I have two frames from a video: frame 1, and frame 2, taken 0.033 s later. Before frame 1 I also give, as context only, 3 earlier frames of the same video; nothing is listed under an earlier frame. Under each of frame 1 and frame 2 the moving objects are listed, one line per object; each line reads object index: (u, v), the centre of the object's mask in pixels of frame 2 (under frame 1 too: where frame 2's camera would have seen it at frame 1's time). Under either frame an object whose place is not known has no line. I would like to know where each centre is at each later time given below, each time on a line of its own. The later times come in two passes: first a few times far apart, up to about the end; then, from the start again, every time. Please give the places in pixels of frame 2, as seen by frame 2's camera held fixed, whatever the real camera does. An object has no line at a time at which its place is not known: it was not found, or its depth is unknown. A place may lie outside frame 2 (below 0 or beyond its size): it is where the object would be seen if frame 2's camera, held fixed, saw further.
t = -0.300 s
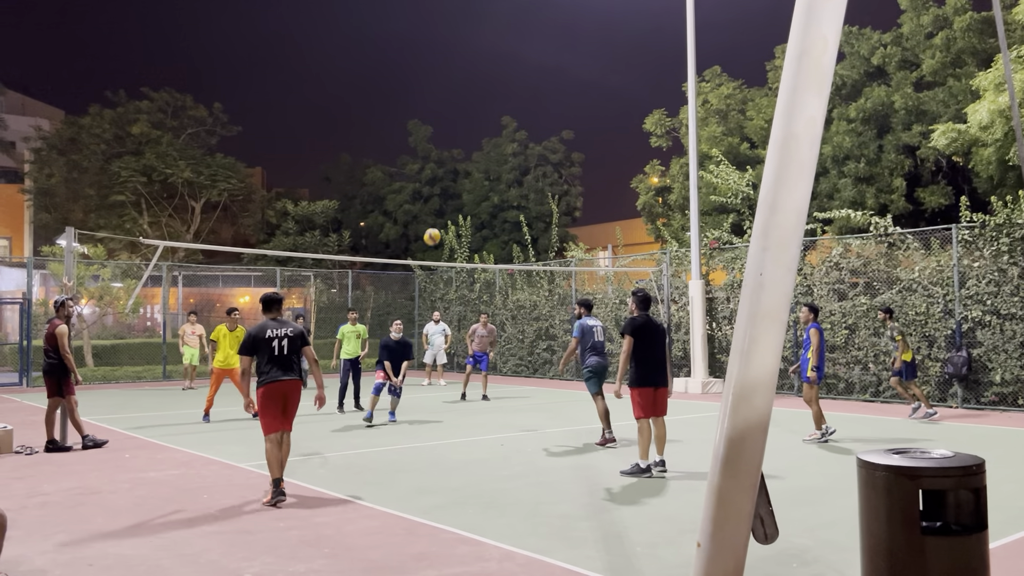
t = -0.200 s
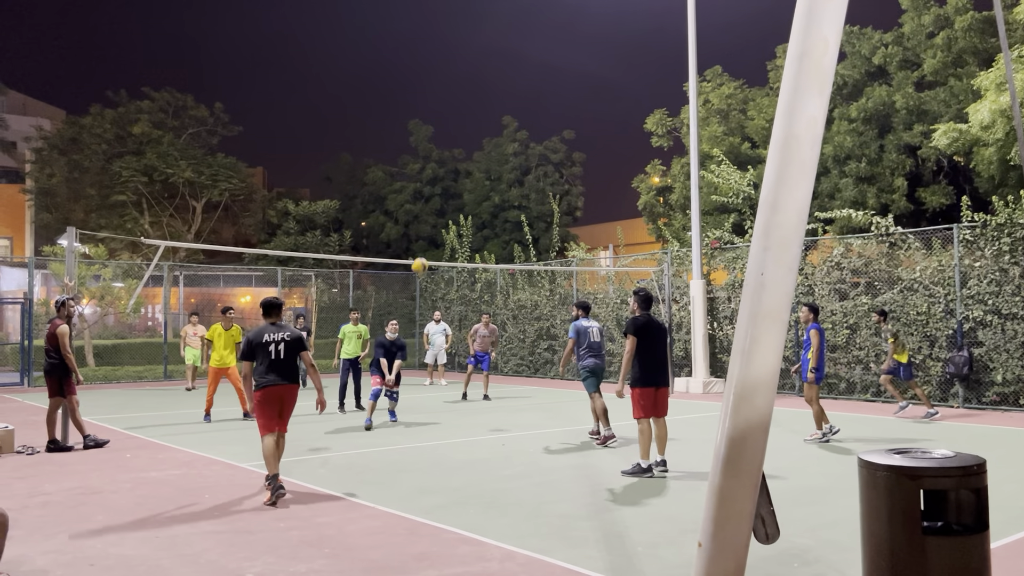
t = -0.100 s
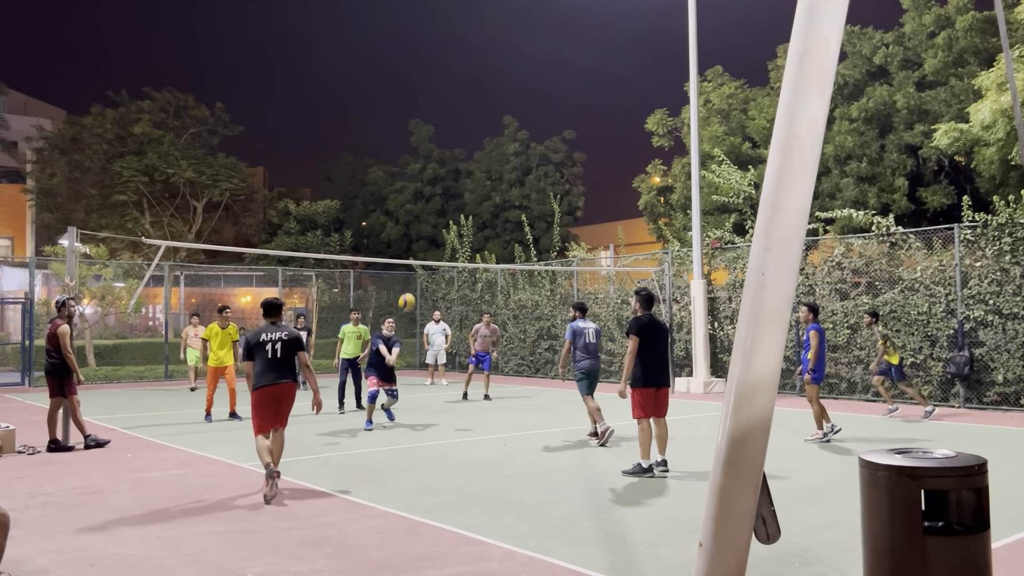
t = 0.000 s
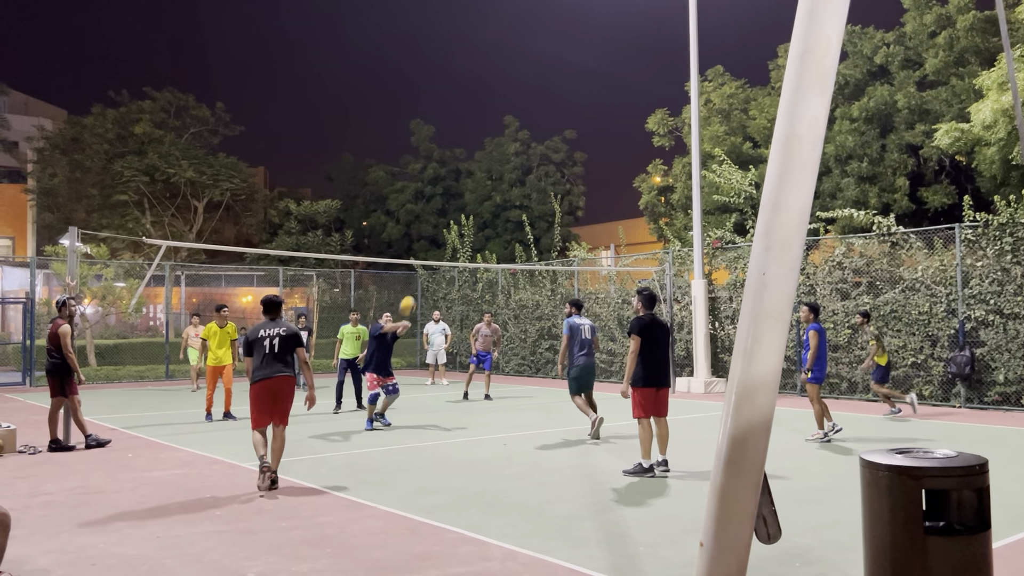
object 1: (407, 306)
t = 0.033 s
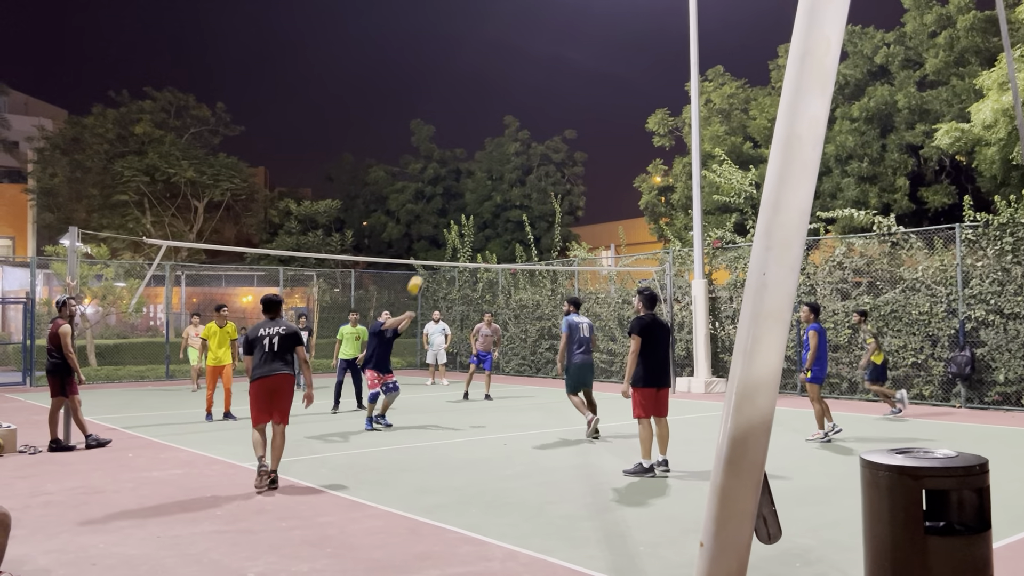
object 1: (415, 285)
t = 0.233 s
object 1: (459, 190)
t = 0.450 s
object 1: (499, 131)
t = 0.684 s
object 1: (537, 107)
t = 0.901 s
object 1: (568, 116)
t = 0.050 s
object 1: (419, 275)
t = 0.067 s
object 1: (423, 267)
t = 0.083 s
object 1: (427, 257)
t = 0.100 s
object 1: (430, 249)
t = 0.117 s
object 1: (434, 241)
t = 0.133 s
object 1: (438, 233)
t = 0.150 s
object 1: (442, 225)
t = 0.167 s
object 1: (445, 218)
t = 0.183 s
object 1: (448, 210)
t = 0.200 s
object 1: (452, 204)
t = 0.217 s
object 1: (455, 197)
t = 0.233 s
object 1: (459, 190)
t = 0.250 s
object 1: (462, 185)
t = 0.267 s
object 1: (465, 179)
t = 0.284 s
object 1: (468, 173)
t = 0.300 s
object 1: (472, 168)
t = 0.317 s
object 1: (475, 163)
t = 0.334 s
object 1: (478, 158)
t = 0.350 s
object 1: (481, 153)
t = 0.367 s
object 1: (484, 149)
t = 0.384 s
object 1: (487, 145)
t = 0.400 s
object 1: (490, 141)
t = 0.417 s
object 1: (493, 137)
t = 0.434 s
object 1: (496, 134)
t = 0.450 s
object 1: (499, 131)
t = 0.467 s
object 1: (502, 128)
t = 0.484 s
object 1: (505, 125)
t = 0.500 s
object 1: (508, 122)
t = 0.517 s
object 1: (510, 120)
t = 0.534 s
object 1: (513, 118)
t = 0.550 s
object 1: (516, 116)
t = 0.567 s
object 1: (519, 114)
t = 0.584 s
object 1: (521, 113)
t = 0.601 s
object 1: (524, 111)
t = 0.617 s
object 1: (526, 110)
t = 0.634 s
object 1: (529, 109)
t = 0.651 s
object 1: (531, 108)
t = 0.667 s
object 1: (534, 107)
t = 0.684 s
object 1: (537, 107)
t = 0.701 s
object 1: (539, 106)
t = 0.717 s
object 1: (542, 106)
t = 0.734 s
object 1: (544, 107)
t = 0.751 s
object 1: (546, 107)
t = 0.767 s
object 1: (549, 107)
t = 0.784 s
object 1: (551, 108)
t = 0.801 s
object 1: (554, 108)
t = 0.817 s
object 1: (556, 109)
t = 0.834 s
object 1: (559, 110)
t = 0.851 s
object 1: (561, 112)
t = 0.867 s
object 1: (563, 113)
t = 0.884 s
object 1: (565, 115)
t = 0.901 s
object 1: (568, 116)
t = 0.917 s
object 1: (570, 118)
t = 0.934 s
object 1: (572, 120)
